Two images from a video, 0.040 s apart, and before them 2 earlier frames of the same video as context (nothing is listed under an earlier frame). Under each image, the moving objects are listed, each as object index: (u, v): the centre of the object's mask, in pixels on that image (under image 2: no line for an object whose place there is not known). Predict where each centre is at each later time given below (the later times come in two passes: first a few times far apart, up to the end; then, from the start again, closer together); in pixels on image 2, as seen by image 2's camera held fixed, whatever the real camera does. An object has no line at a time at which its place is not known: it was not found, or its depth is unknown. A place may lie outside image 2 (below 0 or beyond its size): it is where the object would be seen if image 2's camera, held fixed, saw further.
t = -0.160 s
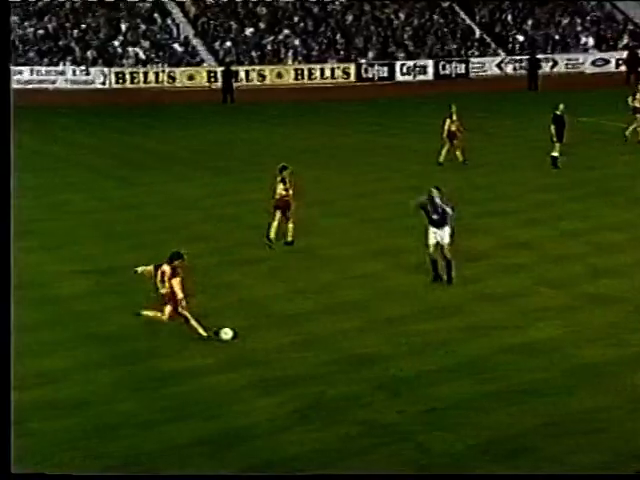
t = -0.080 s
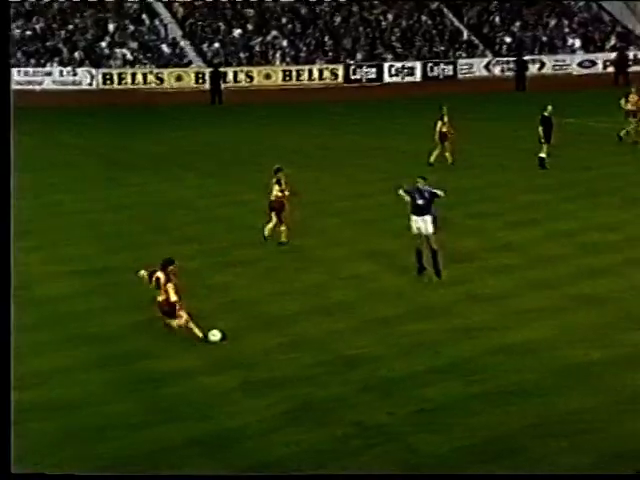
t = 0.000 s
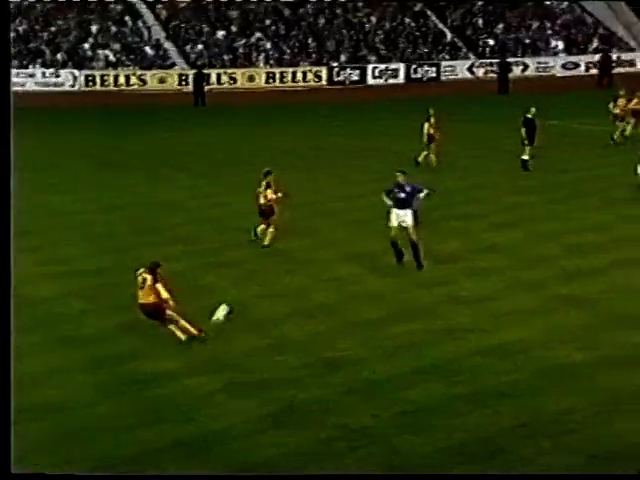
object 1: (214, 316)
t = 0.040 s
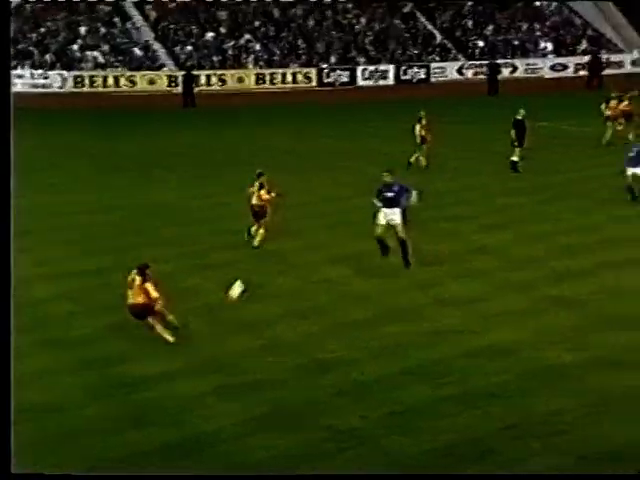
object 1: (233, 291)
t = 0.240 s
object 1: (343, 183)
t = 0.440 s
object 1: (425, 107)
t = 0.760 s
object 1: (527, 28)
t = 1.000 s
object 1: (577, -5)
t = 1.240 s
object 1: (619, -18)
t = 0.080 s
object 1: (257, 267)
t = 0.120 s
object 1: (282, 245)
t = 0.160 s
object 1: (304, 221)
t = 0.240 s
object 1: (343, 183)
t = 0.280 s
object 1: (359, 166)
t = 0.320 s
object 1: (379, 150)
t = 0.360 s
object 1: (395, 135)
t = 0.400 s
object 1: (411, 120)
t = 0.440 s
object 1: (425, 107)
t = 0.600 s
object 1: (482, 62)
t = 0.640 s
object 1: (494, 52)
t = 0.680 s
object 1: (506, 42)
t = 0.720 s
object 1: (517, 35)
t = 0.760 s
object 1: (527, 28)
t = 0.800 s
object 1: (536, 21)
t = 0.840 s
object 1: (545, 15)
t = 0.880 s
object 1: (553, 9)
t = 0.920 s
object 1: (561, 4)
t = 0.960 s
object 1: (569, 0)
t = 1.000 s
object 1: (577, -5)
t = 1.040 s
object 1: (584, -9)
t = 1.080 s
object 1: (591, -12)
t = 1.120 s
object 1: (598, -13)
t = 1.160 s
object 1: (605, -14)
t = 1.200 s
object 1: (612, -16)
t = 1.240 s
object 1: (619, -18)
